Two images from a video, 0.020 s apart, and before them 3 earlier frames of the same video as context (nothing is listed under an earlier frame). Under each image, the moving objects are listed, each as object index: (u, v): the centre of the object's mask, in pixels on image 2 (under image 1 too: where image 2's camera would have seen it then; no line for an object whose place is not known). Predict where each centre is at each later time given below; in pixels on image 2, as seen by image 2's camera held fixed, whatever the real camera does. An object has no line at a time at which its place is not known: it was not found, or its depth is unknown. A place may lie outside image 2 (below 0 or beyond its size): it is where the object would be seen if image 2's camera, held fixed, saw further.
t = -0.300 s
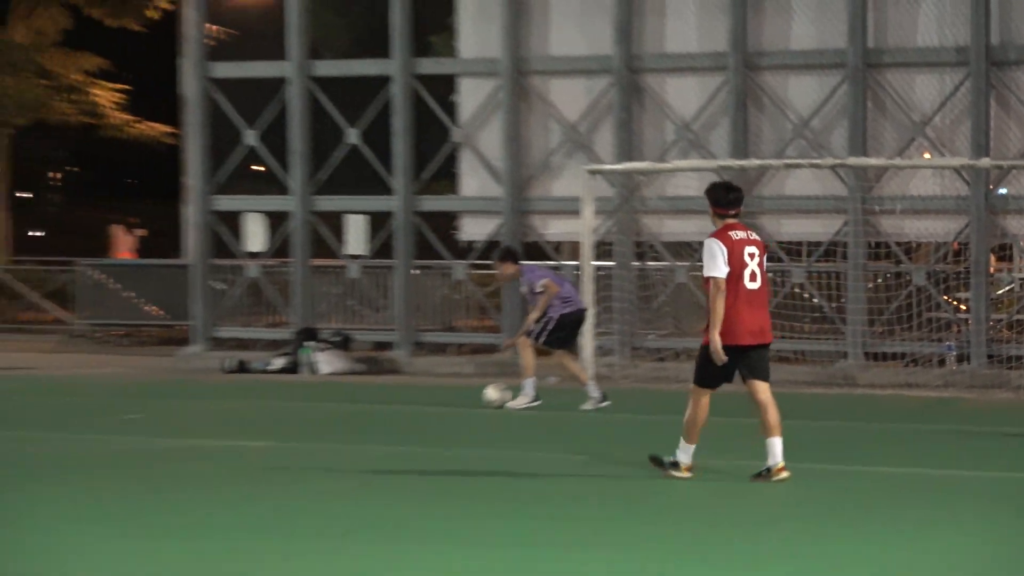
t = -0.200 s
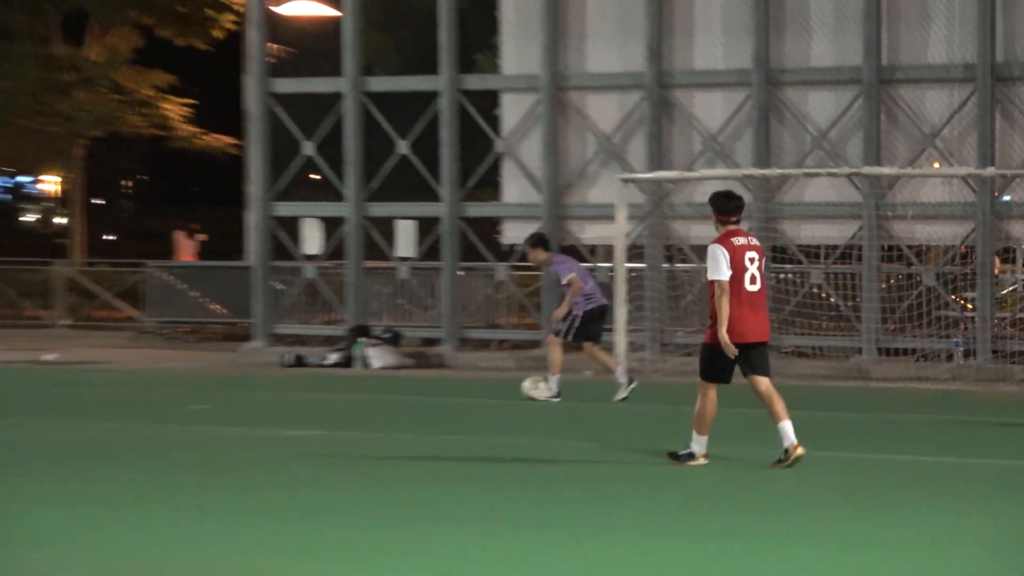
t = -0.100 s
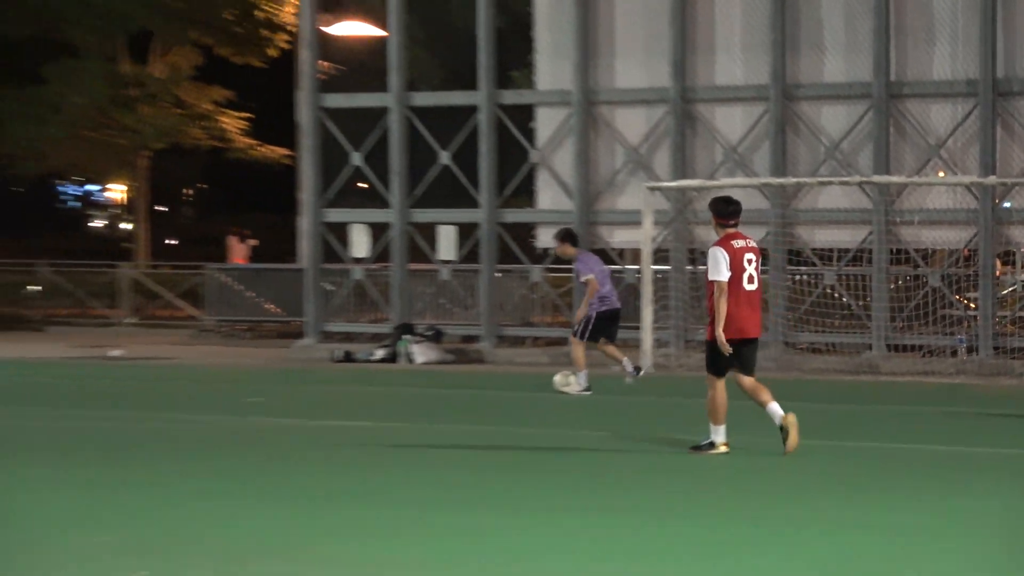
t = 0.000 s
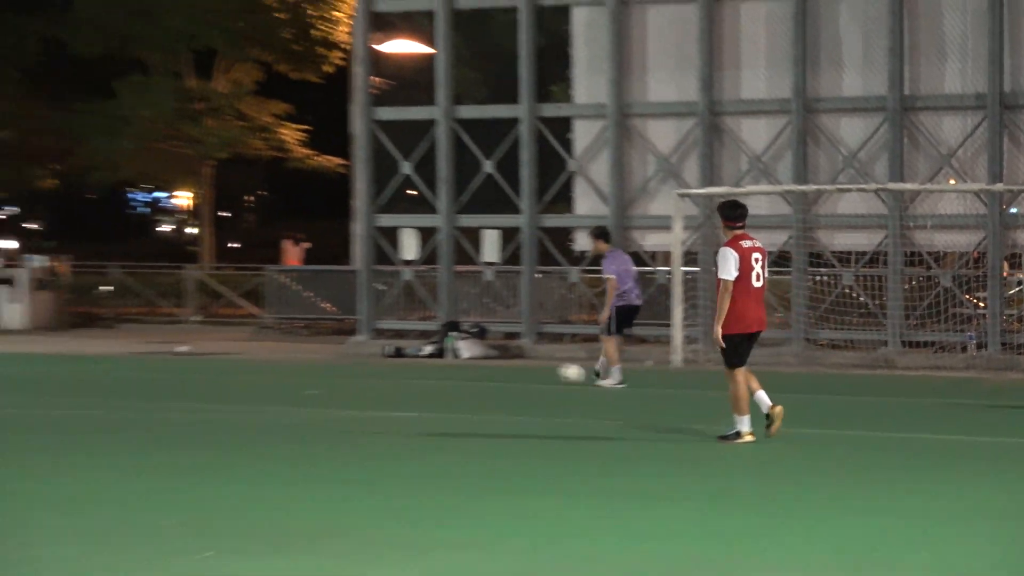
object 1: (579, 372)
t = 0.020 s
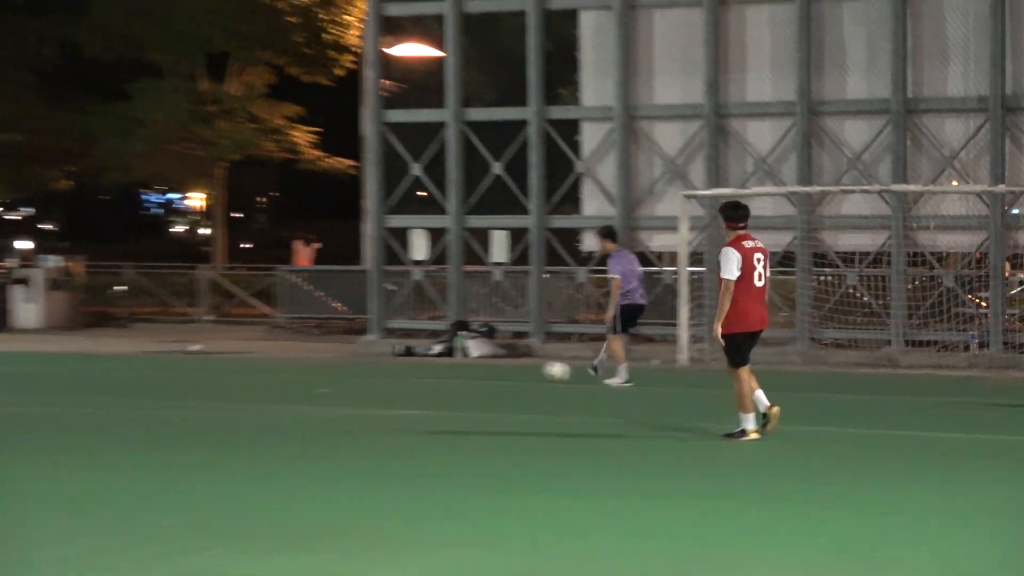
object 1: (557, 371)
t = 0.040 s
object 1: (534, 370)
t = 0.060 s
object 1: (511, 370)
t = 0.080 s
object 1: (489, 370)
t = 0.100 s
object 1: (466, 370)
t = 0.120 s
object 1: (443, 371)
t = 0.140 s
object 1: (420, 372)
